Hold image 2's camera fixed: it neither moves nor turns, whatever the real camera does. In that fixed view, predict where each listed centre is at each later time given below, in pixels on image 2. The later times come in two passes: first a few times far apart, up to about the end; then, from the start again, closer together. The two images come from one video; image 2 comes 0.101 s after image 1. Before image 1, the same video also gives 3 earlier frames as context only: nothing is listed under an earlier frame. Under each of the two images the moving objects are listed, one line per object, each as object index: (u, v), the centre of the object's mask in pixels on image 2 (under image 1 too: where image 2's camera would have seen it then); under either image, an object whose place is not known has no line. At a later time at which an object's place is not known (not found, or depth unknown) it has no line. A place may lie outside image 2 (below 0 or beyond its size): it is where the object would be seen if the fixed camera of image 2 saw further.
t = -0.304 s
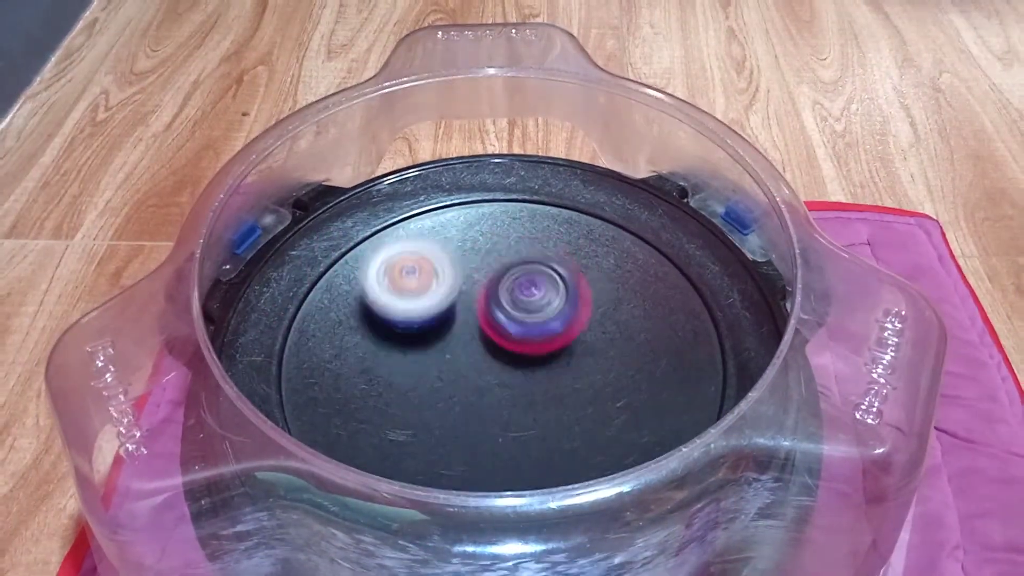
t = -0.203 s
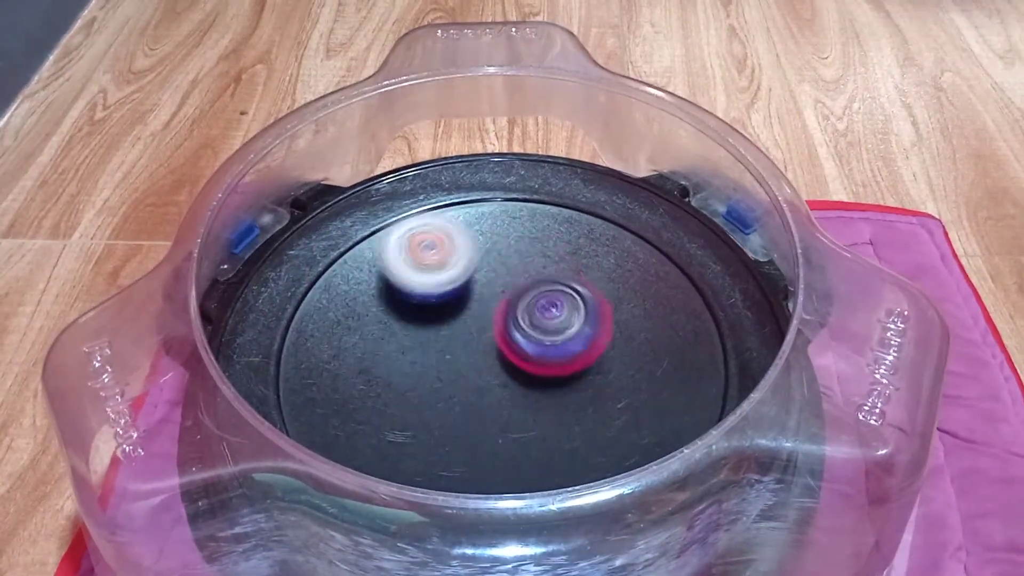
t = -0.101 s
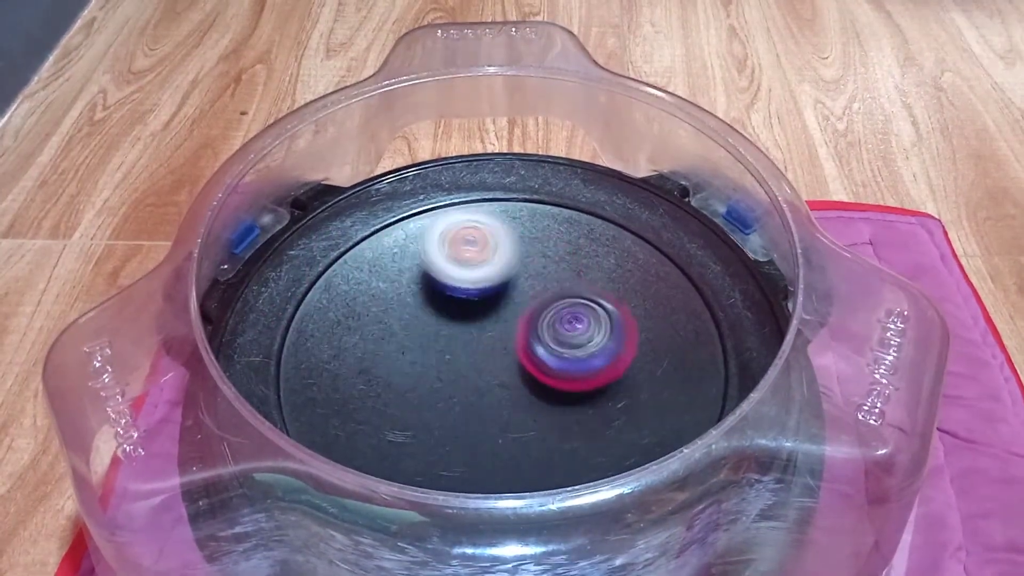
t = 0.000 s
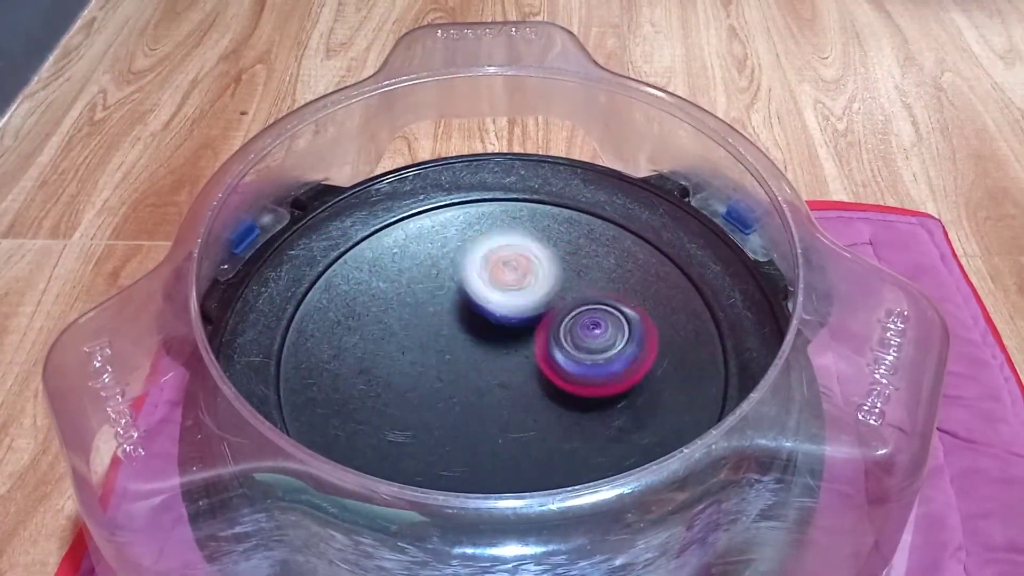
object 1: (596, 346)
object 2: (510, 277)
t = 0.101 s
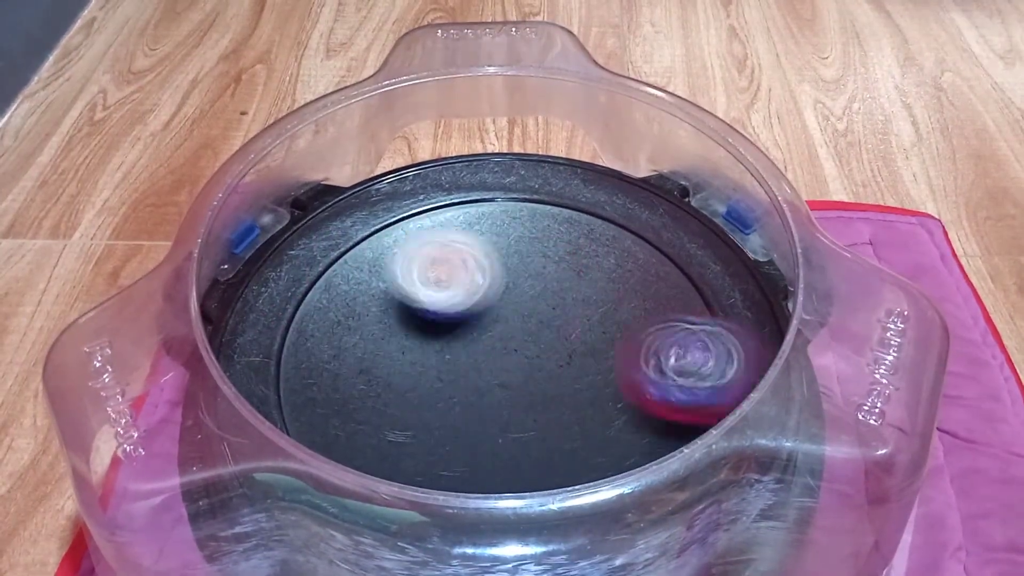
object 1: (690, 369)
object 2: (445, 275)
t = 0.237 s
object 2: (358, 239)
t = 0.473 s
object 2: (377, 241)
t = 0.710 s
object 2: (373, 300)
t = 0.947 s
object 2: (430, 313)
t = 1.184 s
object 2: (591, 378)
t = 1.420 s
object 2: (433, 347)
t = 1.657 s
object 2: (368, 272)
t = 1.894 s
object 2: (409, 242)
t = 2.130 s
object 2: (526, 285)
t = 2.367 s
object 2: (581, 311)
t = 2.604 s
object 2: (598, 346)
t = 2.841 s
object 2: (545, 375)
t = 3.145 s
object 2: (458, 371)
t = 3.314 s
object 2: (422, 361)
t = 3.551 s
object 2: (420, 336)
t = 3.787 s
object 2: (445, 325)
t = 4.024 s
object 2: (444, 317)
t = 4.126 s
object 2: (457, 321)
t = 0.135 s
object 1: (712, 365)
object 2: (410, 265)
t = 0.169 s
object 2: (385, 253)
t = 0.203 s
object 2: (368, 244)
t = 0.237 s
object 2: (358, 239)
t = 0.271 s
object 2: (353, 234)
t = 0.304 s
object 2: (352, 231)
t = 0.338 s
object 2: (355, 231)
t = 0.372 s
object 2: (360, 233)
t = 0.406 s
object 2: (366, 236)
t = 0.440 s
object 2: (373, 238)
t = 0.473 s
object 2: (377, 241)
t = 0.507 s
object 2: (382, 248)
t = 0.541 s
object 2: (386, 255)
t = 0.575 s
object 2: (391, 268)
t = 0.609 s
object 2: (396, 278)
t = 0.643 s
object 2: (400, 287)
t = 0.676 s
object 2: (404, 302)
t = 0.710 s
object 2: (373, 300)
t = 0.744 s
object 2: (301, 275)
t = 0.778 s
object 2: (267, 258)
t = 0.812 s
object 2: (288, 267)
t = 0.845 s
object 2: (320, 278)
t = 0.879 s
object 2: (354, 288)
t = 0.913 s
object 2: (392, 303)
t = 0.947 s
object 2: (430, 313)
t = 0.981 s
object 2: (461, 324)
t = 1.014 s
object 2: (492, 332)
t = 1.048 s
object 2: (520, 343)
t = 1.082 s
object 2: (542, 351)
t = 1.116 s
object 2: (563, 359)
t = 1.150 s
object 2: (581, 370)
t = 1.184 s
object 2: (591, 378)
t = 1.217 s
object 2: (581, 383)
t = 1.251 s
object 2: (551, 378)
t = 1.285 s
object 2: (519, 373)
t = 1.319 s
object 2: (491, 366)
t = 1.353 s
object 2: (465, 360)
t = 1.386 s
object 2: (446, 352)
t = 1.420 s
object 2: (433, 347)
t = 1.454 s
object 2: (424, 341)
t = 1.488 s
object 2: (420, 335)
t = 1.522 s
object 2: (423, 332)
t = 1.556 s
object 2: (428, 327)
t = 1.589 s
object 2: (435, 321)
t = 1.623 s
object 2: (408, 303)
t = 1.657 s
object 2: (368, 272)
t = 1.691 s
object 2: (334, 243)
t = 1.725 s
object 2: (321, 220)
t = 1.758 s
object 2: (325, 213)
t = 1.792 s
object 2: (342, 219)
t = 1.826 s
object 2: (363, 226)
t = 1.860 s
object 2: (387, 234)
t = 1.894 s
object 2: (409, 242)
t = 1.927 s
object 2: (433, 253)
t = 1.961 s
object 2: (455, 263)
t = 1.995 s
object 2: (475, 269)
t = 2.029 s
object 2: (490, 273)
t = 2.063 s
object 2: (505, 278)
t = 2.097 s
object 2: (516, 282)
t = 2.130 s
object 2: (526, 285)
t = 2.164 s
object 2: (534, 289)
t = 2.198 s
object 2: (543, 292)
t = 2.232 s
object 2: (551, 296)
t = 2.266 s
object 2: (559, 300)
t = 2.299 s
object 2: (567, 304)
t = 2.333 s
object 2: (573, 307)
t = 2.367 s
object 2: (581, 311)
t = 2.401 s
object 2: (587, 316)
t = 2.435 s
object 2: (591, 322)
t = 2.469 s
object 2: (595, 325)
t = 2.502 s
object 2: (598, 329)
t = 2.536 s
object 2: (599, 335)
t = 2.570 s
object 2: (600, 340)
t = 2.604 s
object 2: (598, 346)
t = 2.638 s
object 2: (595, 352)
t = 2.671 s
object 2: (590, 357)
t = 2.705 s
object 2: (583, 362)
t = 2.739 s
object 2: (575, 366)
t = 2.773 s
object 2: (565, 369)
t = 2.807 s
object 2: (556, 373)
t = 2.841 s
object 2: (545, 375)
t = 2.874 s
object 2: (535, 376)
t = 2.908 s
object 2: (524, 376)
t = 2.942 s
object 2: (515, 377)
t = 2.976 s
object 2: (504, 376)
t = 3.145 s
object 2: (458, 371)
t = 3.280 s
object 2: (427, 363)
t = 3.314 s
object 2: (422, 361)
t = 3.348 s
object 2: (417, 357)
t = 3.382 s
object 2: (414, 354)
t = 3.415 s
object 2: (411, 350)
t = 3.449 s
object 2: (412, 346)
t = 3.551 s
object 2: (420, 336)
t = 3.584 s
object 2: (426, 333)
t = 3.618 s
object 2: (431, 331)
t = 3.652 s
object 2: (440, 330)
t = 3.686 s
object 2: (447, 328)
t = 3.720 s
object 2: (455, 328)
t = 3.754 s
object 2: (455, 326)
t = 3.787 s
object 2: (445, 325)
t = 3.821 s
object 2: (439, 323)
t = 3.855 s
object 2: (438, 322)
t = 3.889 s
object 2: (436, 319)
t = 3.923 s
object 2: (437, 318)
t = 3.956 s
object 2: (438, 316)
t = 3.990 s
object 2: (440, 317)
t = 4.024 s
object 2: (444, 317)
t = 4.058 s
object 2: (449, 318)
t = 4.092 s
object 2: (454, 319)
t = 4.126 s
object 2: (457, 321)
